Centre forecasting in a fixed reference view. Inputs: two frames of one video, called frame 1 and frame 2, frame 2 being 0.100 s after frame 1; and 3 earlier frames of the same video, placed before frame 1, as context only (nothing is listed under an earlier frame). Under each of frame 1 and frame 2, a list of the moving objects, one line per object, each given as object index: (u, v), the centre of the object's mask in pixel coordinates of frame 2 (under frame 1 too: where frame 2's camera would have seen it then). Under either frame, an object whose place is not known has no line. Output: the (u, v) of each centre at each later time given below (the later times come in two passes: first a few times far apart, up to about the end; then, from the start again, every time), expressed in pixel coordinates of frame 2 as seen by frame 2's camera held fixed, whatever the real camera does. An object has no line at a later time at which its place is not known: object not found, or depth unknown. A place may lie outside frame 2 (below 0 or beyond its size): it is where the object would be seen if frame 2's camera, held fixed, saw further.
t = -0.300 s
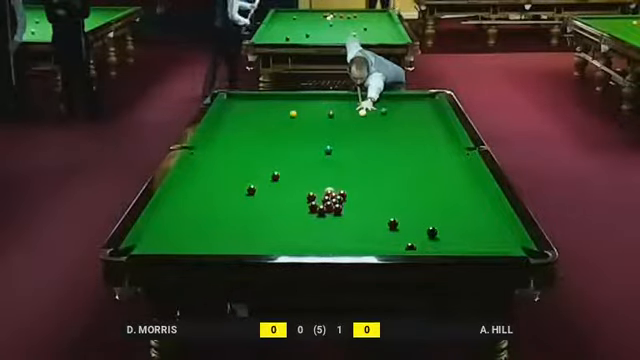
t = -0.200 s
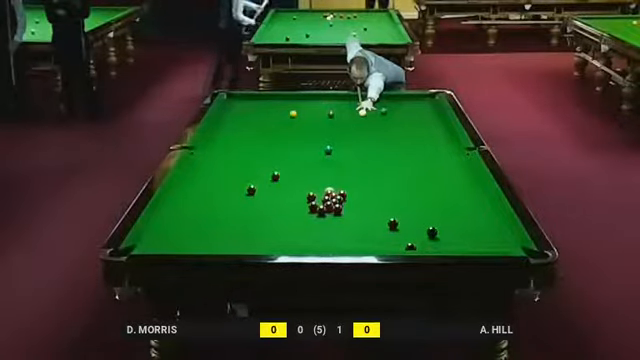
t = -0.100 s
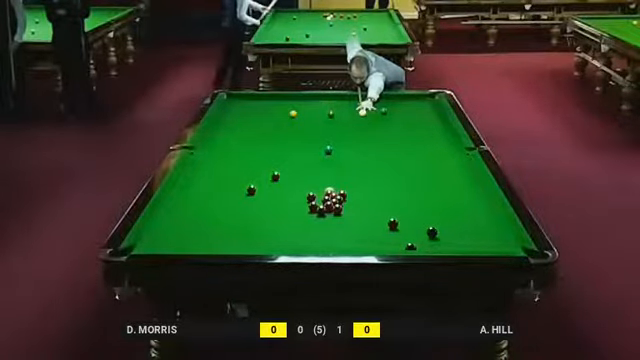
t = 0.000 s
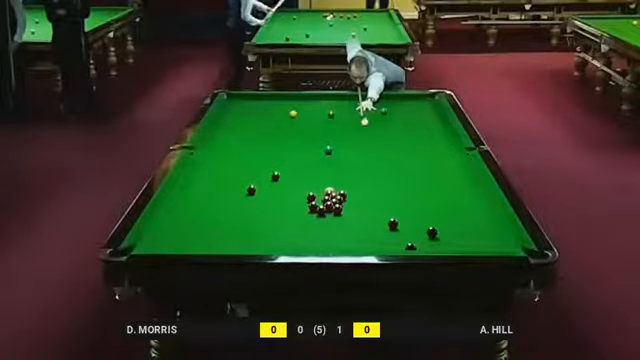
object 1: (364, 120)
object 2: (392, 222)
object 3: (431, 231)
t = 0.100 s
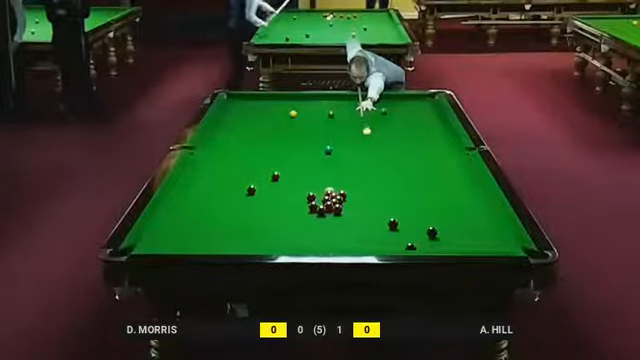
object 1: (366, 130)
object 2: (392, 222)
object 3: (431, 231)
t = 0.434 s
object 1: (373, 162)
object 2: (392, 222)
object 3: (431, 231)
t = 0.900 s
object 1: (384, 216)
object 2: (393, 222)
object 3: (431, 231)
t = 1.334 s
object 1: (316, 241)
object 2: (440, 243)
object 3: (452, 231)
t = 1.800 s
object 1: (241, 211)
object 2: (452, 233)
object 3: (483, 230)
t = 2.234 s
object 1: (185, 190)
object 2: (459, 223)
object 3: (504, 229)
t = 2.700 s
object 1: (220, 172)
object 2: (465, 210)
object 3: (488, 228)
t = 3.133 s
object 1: (261, 160)
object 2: (470, 201)
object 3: (478, 228)
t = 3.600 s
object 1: (300, 147)
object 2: (474, 194)
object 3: (470, 228)
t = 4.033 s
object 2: (477, 188)
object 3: (468, 228)
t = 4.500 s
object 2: (479, 184)
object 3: (468, 228)
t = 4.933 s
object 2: (478, 182)
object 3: (468, 228)
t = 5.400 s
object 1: (399, 114)
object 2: (477, 180)
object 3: (468, 228)
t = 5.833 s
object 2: (477, 180)
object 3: (468, 228)
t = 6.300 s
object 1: (429, 104)
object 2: (477, 180)
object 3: (468, 228)
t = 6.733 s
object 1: (431, 101)
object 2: (477, 180)
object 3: (469, 228)
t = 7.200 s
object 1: (422, 98)
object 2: (477, 180)
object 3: (469, 228)
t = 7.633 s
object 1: (415, 96)
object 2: (477, 180)
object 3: (469, 228)
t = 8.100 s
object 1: (409, 95)
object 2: (477, 180)
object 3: (468, 227)
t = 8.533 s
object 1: (407, 95)
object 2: (476, 180)
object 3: (468, 228)
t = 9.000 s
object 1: (406, 95)
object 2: (476, 180)
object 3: (468, 228)
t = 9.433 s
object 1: (406, 95)
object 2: (477, 180)
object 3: (469, 228)
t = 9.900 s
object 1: (406, 95)
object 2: (476, 180)
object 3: (468, 227)
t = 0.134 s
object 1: (367, 133)
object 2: (392, 222)
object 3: (431, 231)
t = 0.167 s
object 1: (368, 137)
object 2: (392, 222)
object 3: (431, 231)
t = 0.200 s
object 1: (369, 140)
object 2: (392, 222)
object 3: (431, 231)
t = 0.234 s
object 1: (369, 143)
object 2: (392, 222)
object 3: (431, 231)
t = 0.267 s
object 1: (370, 146)
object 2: (392, 222)
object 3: (431, 231)
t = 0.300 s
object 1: (371, 149)
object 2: (392, 222)
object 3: (431, 231)
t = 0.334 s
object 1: (371, 152)
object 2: (392, 222)
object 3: (431, 231)
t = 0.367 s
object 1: (372, 154)
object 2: (392, 222)
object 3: (431, 231)
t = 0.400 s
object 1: (372, 158)
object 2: (392, 222)
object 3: (431, 231)
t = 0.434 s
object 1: (373, 162)
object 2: (392, 222)
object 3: (431, 231)
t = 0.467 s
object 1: (373, 166)
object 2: (392, 222)
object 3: (431, 231)
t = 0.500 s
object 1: (374, 168)
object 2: (392, 222)
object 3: (431, 231)
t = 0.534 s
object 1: (376, 171)
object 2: (392, 222)
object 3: (431, 231)
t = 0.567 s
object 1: (377, 175)
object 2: (392, 222)
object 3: (431, 231)
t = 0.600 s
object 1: (377, 179)
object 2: (392, 222)
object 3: (431, 231)
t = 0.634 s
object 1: (377, 182)
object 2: (392, 222)
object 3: (431, 231)
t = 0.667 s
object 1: (378, 186)
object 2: (392, 222)
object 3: (431, 231)
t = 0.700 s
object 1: (379, 190)
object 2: (392, 222)
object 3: (431, 231)
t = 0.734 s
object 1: (379, 193)
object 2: (392, 222)
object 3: (431, 231)
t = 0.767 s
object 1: (380, 198)
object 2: (392, 222)
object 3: (431, 231)
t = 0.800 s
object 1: (381, 202)
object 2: (392, 222)
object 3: (431, 231)
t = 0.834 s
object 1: (381, 207)
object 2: (392, 222)
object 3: (431, 231)
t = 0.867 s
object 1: (383, 211)
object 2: (392, 222)
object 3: (431, 231)
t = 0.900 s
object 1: (384, 216)
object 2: (393, 222)
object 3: (431, 231)
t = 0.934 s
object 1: (382, 219)
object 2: (395, 223)
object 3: (431, 231)
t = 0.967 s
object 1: (376, 222)
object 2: (402, 225)
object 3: (431, 231)
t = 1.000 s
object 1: (370, 225)
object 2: (408, 227)
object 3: (431, 231)
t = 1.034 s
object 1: (365, 228)
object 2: (415, 229)
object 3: (432, 231)
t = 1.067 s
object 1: (360, 231)
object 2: (420, 231)
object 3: (432, 232)
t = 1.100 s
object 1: (355, 234)
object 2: (423, 233)
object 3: (435, 231)
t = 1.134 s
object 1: (349, 237)
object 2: (424, 234)
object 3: (437, 232)
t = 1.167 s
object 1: (344, 241)
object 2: (427, 237)
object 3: (440, 231)
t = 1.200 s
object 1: (339, 244)
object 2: (430, 238)
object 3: (443, 231)
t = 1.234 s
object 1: (334, 245)
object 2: (432, 239)
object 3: (445, 231)
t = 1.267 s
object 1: (329, 245)
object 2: (435, 242)
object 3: (448, 231)
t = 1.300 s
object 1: (323, 243)
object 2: (437, 243)
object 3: (450, 231)
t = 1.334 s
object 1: (316, 241)
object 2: (440, 243)
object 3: (452, 231)
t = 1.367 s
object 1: (309, 239)
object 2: (442, 244)
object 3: (455, 231)
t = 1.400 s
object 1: (303, 238)
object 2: (445, 244)
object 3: (457, 231)
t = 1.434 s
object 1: (298, 233)
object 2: (447, 244)
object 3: (459, 231)
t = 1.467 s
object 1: (292, 232)
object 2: (445, 245)
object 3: (461, 230)
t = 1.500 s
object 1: (286, 230)
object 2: (445, 244)
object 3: (465, 230)
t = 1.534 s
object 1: (281, 228)
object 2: (446, 243)
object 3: (466, 230)
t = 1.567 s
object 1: (276, 225)
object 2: (448, 244)
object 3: (469, 230)
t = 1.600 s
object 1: (271, 223)
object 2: (449, 244)
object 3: (470, 230)
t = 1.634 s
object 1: (266, 220)
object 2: (449, 241)
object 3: (472, 230)
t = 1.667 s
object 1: (261, 219)
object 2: (451, 240)
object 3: (474, 230)
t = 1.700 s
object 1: (256, 217)
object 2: (451, 239)
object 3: (477, 230)
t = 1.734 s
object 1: (251, 216)
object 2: (451, 238)
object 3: (478, 230)
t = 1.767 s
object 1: (246, 213)
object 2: (452, 233)
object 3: (481, 229)
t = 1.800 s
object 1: (241, 211)
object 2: (452, 233)
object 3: (483, 230)
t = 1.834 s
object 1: (238, 210)
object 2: (453, 235)
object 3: (484, 230)
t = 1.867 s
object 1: (232, 208)
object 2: (453, 234)
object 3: (488, 230)
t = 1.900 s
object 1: (228, 206)
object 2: (453, 232)
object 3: (490, 230)
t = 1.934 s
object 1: (223, 204)
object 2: (454, 231)
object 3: (491, 230)
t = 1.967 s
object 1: (218, 202)
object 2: (455, 231)
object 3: (493, 230)
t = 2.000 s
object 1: (214, 201)
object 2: (455, 229)
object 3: (495, 230)
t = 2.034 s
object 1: (212, 200)
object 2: (456, 229)
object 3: (497, 229)
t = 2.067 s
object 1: (206, 197)
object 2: (456, 227)
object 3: (499, 229)
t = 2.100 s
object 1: (202, 196)
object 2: (457, 227)
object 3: (501, 229)
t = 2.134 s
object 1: (198, 195)
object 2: (457, 225)
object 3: (502, 229)
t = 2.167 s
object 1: (194, 192)
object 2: (458, 224)
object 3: (504, 229)
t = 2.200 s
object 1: (190, 191)
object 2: (458, 223)
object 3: (504, 229)
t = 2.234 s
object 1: (185, 190)
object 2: (459, 223)
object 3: (504, 229)
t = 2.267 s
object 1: (180, 188)
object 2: (459, 221)
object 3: (503, 229)
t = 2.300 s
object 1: (177, 187)
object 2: (460, 220)
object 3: (501, 229)
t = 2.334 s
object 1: (178, 185)
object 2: (460, 220)
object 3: (501, 229)
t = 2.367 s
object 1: (181, 183)
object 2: (461, 219)
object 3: (499, 229)
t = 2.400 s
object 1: (186, 183)
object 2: (461, 217)
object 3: (498, 229)
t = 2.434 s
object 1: (191, 182)
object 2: (462, 217)
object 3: (497, 229)
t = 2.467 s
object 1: (195, 181)
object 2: (462, 216)
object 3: (495, 229)
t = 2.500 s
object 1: (198, 179)
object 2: (463, 216)
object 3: (494, 229)
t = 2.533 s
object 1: (202, 178)
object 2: (463, 214)
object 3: (493, 229)
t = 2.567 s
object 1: (206, 177)
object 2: (463, 213)
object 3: (492, 229)
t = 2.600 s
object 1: (208, 176)
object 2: (464, 212)
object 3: (491, 229)
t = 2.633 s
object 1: (213, 175)
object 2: (464, 212)
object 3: (490, 228)
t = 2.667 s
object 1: (217, 174)
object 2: (465, 211)
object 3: (488, 228)
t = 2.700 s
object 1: (220, 172)
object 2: (465, 210)
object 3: (488, 228)
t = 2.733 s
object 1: (224, 171)
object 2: (465, 209)
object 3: (486, 228)
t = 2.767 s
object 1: (227, 170)
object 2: (466, 209)
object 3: (486, 228)
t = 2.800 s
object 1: (230, 169)
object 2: (466, 208)
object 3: (485, 228)
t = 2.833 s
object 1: (234, 168)
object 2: (467, 207)
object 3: (483, 228)
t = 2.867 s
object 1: (237, 167)
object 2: (467, 206)
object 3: (482, 228)
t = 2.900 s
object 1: (240, 166)
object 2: (467, 206)
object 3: (482, 228)
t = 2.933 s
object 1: (244, 165)
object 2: (468, 205)
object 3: (482, 228)
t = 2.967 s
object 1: (247, 164)
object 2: (468, 205)
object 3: (481, 228)
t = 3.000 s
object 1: (250, 163)
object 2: (469, 204)
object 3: (480, 228)
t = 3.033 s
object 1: (253, 162)
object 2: (469, 203)
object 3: (479, 228)
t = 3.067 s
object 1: (256, 161)
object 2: (469, 203)
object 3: (478, 228)
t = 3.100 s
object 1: (259, 160)
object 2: (470, 202)
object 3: (478, 228)
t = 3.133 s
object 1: (261, 160)
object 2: (470, 201)
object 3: (478, 228)
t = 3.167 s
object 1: (265, 158)
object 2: (470, 201)
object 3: (477, 228)
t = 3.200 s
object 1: (268, 156)
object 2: (471, 200)
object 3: (475, 228)
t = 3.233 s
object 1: (271, 156)
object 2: (471, 200)
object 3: (475, 228)
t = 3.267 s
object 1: (274, 156)
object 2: (471, 199)
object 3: (474, 228)
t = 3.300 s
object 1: (277, 154)
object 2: (471, 198)
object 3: (474, 228)
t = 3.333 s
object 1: (280, 154)
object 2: (472, 198)
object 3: (473, 228)
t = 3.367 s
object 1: (282, 153)
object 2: (472, 197)
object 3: (473, 228)
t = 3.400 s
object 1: (285, 152)
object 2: (472, 197)
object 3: (472, 228)
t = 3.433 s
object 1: (287, 151)
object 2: (473, 196)
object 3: (472, 228)
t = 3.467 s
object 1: (290, 151)
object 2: (473, 196)
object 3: (472, 228)
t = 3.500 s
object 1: (293, 150)
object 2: (473, 195)
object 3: (471, 228)
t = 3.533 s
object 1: (295, 149)
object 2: (473, 195)
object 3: (471, 228)
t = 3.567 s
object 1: (297, 148)
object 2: (474, 194)
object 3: (471, 228)
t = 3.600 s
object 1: (300, 147)
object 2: (474, 194)
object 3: (470, 228)
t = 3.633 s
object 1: (302, 146)
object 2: (474, 193)
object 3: (470, 228)
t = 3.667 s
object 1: (304, 145)
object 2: (475, 193)
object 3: (470, 228)
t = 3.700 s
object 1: (307, 144)
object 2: (475, 192)
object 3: (469, 228)
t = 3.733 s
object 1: (310, 144)
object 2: (475, 192)
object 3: (469, 228)
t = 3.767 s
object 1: (312, 143)
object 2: (475, 192)
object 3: (469, 228)
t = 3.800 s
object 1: (314, 142)
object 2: (475, 191)
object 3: (469, 228)
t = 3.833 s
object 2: (476, 191)
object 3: (469, 228)
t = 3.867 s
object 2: (476, 190)
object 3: (469, 228)
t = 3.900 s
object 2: (476, 190)
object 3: (469, 228)
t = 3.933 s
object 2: (476, 190)
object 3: (469, 228)
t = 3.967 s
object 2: (476, 190)
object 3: (469, 228)
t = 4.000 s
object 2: (476, 189)
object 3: (469, 228)
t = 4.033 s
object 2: (477, 188)
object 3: (468, 228)
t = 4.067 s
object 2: (477, 188)
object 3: (468, 228)
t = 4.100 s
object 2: (477, 188)
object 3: (469, 228)
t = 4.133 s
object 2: (477, 187)
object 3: (468, 228)
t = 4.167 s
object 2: (477, 187)
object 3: (468, 228)
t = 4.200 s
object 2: (477, 186)
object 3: (468, 228)
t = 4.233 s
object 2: (477, 186)
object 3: (468, 228)
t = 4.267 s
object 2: (477, 186)
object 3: (468, 228)
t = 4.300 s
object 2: (478, 185)
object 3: (468, 228)
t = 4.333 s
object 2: (478, 185)
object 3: (468, 228)
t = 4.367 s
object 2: (478, 185)
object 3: (468, 228)
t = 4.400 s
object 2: (478, 185)
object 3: (468, 228)
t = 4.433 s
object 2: (478, 185)
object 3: (468, 228)
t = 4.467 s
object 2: (479, 184)
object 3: (468, 228)
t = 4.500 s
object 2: (479, 184)
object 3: (468, 228)
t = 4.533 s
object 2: (479, 184)
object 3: (468, 228)
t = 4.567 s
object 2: (479, 184)
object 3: (468, 228)
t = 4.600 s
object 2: (479, 184)
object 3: (468, 228)
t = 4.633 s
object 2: (479, 184)
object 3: (468, 228)
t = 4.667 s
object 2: (479, 183)
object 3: (468, 228)
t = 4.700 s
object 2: (479, 183)
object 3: (468, 228)
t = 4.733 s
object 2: (479, 183)
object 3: (468, 228)
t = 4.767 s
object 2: (479, 183)
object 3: (468, 228)
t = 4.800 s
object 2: (478, 183)
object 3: (468, 228)
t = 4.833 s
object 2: (478, 182)
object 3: (468, 228)
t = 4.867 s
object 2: (478, 182)
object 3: (468, 228)
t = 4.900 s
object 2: (478, 182)
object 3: (468, 228)
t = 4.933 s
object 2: (478, 182)
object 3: (468, 228)
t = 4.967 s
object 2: (478, 182)
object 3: (468, 228)
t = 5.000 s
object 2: (478, 182)
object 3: (468, 228)
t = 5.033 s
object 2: (478, 182)
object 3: (468, 228)
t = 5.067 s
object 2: (478, 182)
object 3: (468, 228)
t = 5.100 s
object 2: (478, 182)
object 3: (468, 228)
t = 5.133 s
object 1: (387, 118)
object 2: (478, 182)
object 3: (468, 228)
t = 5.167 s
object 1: (389, 117)
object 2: (478, 182)
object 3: (468, 228)
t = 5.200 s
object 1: (390, 117)
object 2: (477, 180)
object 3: (468, 228)
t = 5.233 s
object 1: (391, 116)
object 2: (477, 180)
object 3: (468, 228)
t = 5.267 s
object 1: (393, 116)
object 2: (477, 181)
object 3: (468, 228)
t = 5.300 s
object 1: (395, 115)
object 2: (477, 180)
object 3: (468, 228)
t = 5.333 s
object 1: (396, 115)
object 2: (477, 180)
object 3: (468, 228)
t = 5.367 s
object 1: (397, 115)
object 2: (477, 180)
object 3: (468, 228)
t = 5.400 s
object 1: (399, 114)
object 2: (477, 180)
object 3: (468, 228)
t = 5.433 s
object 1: (400, 113)
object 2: (477, 180)
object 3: (468, 228)
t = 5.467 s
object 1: (401, 113)
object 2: (477, 180)
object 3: (468, 228)
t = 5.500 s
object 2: (477, 180)
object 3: (468, 228)
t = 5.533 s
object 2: (477, 180)
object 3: (468, 228)
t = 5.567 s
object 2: (477, 180)
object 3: (468, 228)
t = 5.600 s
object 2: (477, 180)
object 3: (468, 228)
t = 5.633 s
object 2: (477, 180)
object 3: (468, 228)
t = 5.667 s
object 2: (477, 180)
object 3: (468, 228)
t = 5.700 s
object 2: (477, 180)
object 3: (468, 228)
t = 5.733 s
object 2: (477, 180)
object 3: (468, 228)
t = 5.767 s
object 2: (477, 180)
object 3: (468, 228)
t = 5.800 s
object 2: (477, 180)
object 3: (468, 228)
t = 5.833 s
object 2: (477, 180)
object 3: (468, 228)
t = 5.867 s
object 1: (416, 109)
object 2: (477, 180)
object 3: (468, 228)
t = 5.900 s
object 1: (417, 108)
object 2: (477, 180)
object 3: (468, 228)
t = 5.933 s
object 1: (418, 108)
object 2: (477, 180)
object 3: (468, 228)
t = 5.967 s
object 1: (418, 108)
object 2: (477, 180)
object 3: (468, 228)
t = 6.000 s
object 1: (420, 107)
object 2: (477, 180)
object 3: (468, 228)
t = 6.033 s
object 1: (421, 107)
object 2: (477, 180)
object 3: (468, 228)
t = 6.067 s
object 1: (422, 107)
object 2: (477, 180)
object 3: (468, 228)
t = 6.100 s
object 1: (423, 106)
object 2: (477, 180)
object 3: (468, 228)
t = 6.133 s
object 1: (424, 106)
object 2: (477, 180)
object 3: (468, 228)
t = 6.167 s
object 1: (424, 106)
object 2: (477, 180)
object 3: (468, 228)
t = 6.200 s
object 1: (427, 105)
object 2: (477, 180)
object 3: (468, 228)
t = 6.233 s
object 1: (428, 105)
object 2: (477, 180)
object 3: (468, 228)
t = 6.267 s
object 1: (429, 104)
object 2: (476, 180)
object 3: (468, 228)
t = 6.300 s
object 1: (429, 104)
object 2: (477, 180)
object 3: (468, 228)
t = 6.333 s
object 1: (430, 104)
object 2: (477, 180)
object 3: (468, 228)
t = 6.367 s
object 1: (431, 104)
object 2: (477, 180)
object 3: (468, 228)
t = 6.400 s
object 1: (432, 104)
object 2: (476, 180)
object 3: (468, 228)
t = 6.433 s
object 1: (433, 103)
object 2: (476, 180)
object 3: (468, 228)
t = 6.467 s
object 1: (433, 103)
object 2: (476, 180)
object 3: (468, 228)
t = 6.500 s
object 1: (435, 102)
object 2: (477, 180)
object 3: (468, 228)
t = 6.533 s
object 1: (436, 102)
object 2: (477, 180)
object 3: (469, 228)
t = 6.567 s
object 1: (435, 102)
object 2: (477, 180)
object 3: (469, 228)
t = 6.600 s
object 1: (434, 102)
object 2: (477, 180)
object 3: (469, 228)
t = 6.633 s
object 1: (434, 102)
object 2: (477, 180)
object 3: (469, 228)
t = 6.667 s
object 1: (433, 101)
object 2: (477, 180)
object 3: (469, 228)
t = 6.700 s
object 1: (432, 101)
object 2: (477, 180)
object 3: (469, 228)
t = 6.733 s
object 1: (431, 101)
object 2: (477, 180)
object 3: (469, 228)
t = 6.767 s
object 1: (431, 101)
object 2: (477, 180)
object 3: (469, 228)
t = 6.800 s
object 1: (429, 100)
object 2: (477, 180)
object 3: (469, 228)
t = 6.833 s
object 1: (428, 100)
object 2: (477, 180)
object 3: (469, 228)
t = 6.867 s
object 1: (428, 100)
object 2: (477, 180)
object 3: (469, 228)
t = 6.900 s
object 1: (428, 100)
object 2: (477, 180)
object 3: (469, 228)
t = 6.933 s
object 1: (428, 100)
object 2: (477, 180)
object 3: (469, 228)
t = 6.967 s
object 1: (426, 100)
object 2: (477, 180)
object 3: (469, 228)
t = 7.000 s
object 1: (426, 100)
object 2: (477, 180)
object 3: (469, 228)
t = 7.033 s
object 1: (425, 99)
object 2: (477, 180)
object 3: (469, 228)
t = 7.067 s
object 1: (425, 99)
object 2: (477, 180)
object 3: (469, 228)
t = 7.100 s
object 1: (424, 99)
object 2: (477, 180)
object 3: (469, 228)
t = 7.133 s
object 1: (423, 99)
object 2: (477, 180)
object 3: (469, 228)
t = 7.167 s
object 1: (422, 99)
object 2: (477, 180)
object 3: (469, 228)
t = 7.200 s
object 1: (422, 98)
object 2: (477, 180)
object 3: (469, 228)
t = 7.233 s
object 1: (421, 98)
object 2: (477, 180)
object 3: (469, 228)
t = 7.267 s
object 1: (421, 98)
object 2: (477, 180)
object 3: (469, 228)
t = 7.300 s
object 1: (421, 98)
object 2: (477, 180)
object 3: (469, 228)
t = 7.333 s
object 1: (420, 98)
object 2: (477, 180)
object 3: (469, 228)
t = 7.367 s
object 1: (420, 98)
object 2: (477, 180)
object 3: (469, 228)
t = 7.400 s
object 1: (420, 98)
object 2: (477, 180)
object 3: (469, 228)
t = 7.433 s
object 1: (419, 98)
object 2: (477, 180)
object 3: (469, 228)
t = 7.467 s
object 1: (418, 97)
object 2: (477, 180)
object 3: (469, 228)
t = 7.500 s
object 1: (417, 97)
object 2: (477, 180)
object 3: (469, 228)
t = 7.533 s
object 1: (417, 97)
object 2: (477, 180)
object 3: (469, 228)
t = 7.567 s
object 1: (416, 97)
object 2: (477, 180)
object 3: (469, 228)
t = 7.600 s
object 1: (415, 97)
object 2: (477, 180)
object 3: (469, 228)
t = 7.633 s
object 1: (415, 96)
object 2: (477, 180)
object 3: (469, 228)
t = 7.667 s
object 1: (414, 96)
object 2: (477, 180)
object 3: (469, 228)
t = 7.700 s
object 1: (414, 96)
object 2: (477, 180)
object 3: (469, 228)
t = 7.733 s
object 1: (413, 96)
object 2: (477, 180)
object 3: (469, 228)
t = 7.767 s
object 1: (413, 96)
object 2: (477, 180)
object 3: (469, 228)
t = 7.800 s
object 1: (413, 96)
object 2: (477, 180)
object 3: (469, 228)
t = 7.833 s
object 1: (412, 96)
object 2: (477, 180)
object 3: (469, 227)
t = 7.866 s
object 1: (412, 96)
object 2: (477, 180)
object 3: (468, 227)
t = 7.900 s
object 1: (412, 96)
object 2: (477, 180)
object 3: (468, 227)
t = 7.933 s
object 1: (411, 96)
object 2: (477, 180)
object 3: (468, 227)
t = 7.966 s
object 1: (411, 96)
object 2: (477, 180)
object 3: (468, 227)
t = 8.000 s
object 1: (410, 95)
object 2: (477, 180)
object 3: (468, 227)
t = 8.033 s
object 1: (410, 95)
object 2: (477, 180)
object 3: (468, 227)
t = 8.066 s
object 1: (409, 95)
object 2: (477, 180)
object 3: (468, 227)
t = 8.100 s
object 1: (409, 95)
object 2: (477, 180)
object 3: (468, 227)
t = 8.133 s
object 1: (409, 95)
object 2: (477, 180)
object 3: (468, 227)
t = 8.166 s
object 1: (408, 95)
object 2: (477, 180)
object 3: (468, 227)
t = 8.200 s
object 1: (408, 95)
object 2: (477, 180)
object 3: (468, 227)
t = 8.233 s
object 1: (408, 95)
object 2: (477, 180)
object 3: (468, 227)
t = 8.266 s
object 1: (408, 95)
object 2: (477, 180)
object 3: (468, 227)
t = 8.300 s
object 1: (408, 95)
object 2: (477, 180)
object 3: (468, 227)
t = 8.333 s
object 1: (407, 95)
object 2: (476, 180)
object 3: (468, 228)
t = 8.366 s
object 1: (407, 95)
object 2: (476, 180)
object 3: (468, 228)
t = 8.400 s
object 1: (407, 95)
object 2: (476, 180)
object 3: (468, 228)
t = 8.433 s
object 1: (407, 95)
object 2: (476, 180)
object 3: (468, 228)
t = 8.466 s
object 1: (407, 95)
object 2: (476, 180)
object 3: (468, 228)
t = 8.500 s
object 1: (407, 95)
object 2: (476, 180)
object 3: (468, 228)
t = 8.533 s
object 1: (407, 95)
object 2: (476, 180)
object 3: (468, 228)
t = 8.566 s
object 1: (407, 95)
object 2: (476, 180)
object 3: (468, 228)
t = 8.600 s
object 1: (407, 95)
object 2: (476, 180)
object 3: (468, 228)
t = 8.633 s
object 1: (407, 95)
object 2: (476, 180)
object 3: (468, 228)
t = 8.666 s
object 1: (407, 95)
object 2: (476, 180)
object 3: (468, 228)
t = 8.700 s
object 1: (407, 95)
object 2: (476, 180)
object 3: (468, 228)
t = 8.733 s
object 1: (407, 95)
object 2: (476, 180)
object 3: (468, 228)
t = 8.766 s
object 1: (406, 95)
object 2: (476, 180)
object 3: (468, 228)
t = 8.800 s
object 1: (406, 95)
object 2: (476, 180)
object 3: (468, 228)
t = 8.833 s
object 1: (406, 95)
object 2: (476, 180)
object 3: (468, 228)
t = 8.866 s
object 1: (406, 95)
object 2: (476, 180)
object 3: (468, 228)
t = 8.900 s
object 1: (406, 95)
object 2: (476, 180)
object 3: (468, 228)
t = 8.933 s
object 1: (406, 95)
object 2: (476, 180)
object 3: (468, 228)
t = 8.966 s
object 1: (406, 95)
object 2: (476, 180)
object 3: (468, 228)
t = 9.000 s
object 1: (406, 95)
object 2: (476, 180)
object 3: (468, 228)
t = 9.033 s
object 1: (406, 95)
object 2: (476, 180)
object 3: (468, 228)
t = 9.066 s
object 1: (406, 95)
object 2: (476, 180)
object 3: (468, 228)
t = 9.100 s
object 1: (406, 95)
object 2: (476, 180)
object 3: (468, 228)
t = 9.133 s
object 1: (406, 95)
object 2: (476, 180)
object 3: (468, 228)
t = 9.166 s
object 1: (406, 95)
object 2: (476, 180)
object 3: (468, 228)
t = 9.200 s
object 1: (406, 95)
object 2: (476, 180)
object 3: (468, 228)
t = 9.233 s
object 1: (406, 95)
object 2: (476, 180)
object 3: (469, 228)
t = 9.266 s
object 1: (406, 95)
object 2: (477, 180)
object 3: (469, 228)
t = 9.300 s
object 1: (406, 95)
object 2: (477, 180)
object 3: (469, 228)
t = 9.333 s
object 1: (406, 95)
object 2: (476, 180)
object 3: (469, 228)
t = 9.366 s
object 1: (406, 95)
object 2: (476, 180)
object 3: (469, 228)
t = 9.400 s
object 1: (406, 95)
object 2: (476, 180)
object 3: (469, 228)
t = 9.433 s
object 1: (406, 95)
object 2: (477, 180)
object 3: (469, 228)
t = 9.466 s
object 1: (406, 95)
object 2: (476, 180)
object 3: (469, 228)
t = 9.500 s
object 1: (406, 95)
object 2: (476, 180)
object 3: (469, 228)
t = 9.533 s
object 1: (406, 95)
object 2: (477, 180)
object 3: (468, 228)
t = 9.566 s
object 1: (406, 95)
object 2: (476, 180)
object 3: (468, 228)
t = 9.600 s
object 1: (406, 95)
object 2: (476, 180)
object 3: (469, 228)
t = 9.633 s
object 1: (406, 95)
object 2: (476, 180)
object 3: (469, 228)
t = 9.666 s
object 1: (406, 95)
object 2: (476, 180)
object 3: (468, 228)
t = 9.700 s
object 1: (406, 95)
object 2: (476, 180)
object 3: (468, 228)
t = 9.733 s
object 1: (406, 95)
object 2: (476, 180)
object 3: (468, 228)
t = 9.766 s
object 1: (406, 95)
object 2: (476, 180)
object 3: (468, 228)
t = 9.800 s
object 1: (406, 95)
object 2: (476, 180)
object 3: (468, 228)
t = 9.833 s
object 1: (406, 95)
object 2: (476, 180)
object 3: (468, 227)
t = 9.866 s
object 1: (406, 95)
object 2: (476, 180)
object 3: (468, 227)
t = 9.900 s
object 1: (406, 95)
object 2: (476, 180)
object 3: (468, 227)
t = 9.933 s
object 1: (406, 95)
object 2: (476, 180)
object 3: (468, 227)
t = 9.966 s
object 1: (406, 95)
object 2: (476, 180)
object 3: (468, 227)
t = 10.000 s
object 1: (406, 95)
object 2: (476, 180)
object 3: (468, 227)
